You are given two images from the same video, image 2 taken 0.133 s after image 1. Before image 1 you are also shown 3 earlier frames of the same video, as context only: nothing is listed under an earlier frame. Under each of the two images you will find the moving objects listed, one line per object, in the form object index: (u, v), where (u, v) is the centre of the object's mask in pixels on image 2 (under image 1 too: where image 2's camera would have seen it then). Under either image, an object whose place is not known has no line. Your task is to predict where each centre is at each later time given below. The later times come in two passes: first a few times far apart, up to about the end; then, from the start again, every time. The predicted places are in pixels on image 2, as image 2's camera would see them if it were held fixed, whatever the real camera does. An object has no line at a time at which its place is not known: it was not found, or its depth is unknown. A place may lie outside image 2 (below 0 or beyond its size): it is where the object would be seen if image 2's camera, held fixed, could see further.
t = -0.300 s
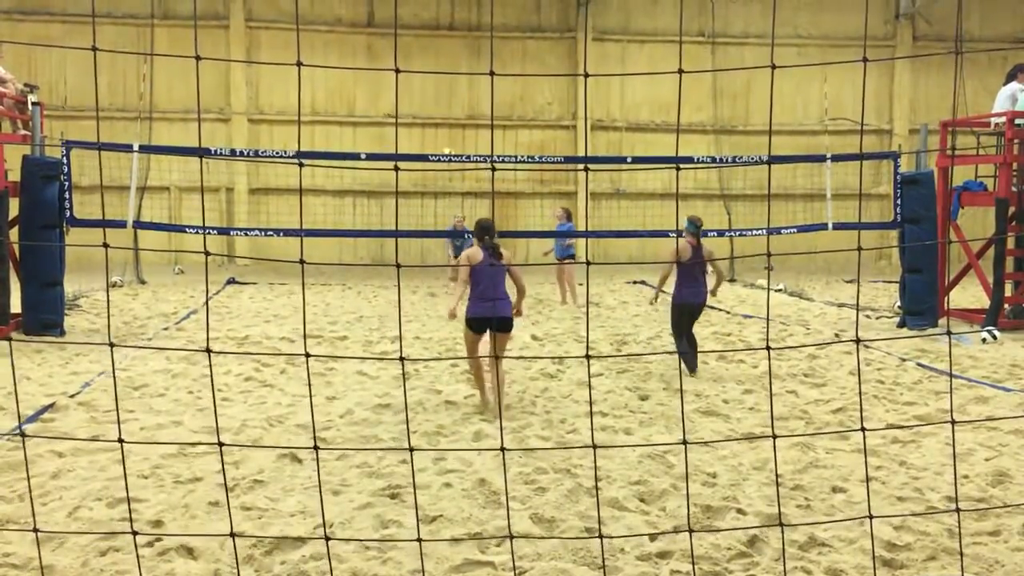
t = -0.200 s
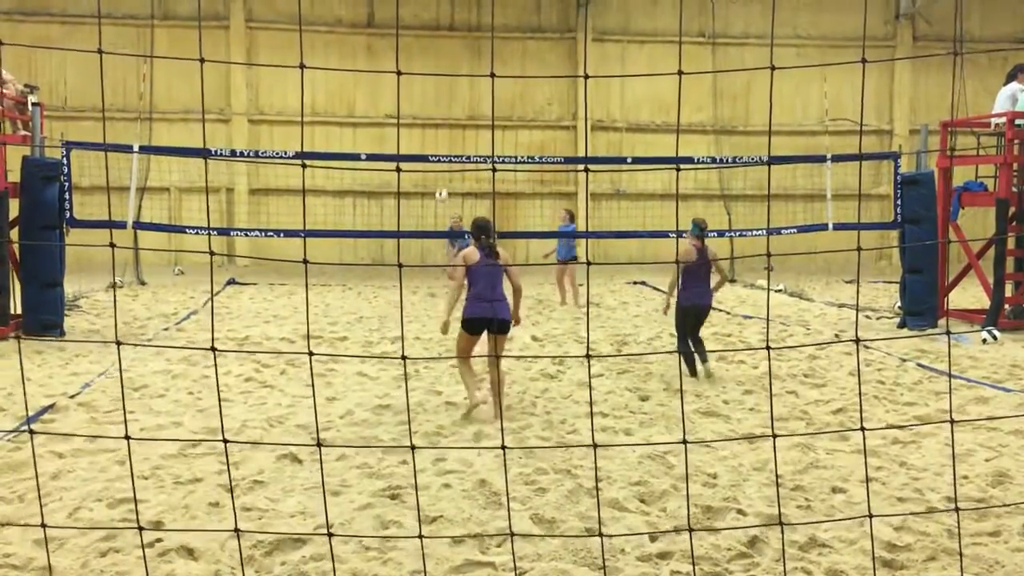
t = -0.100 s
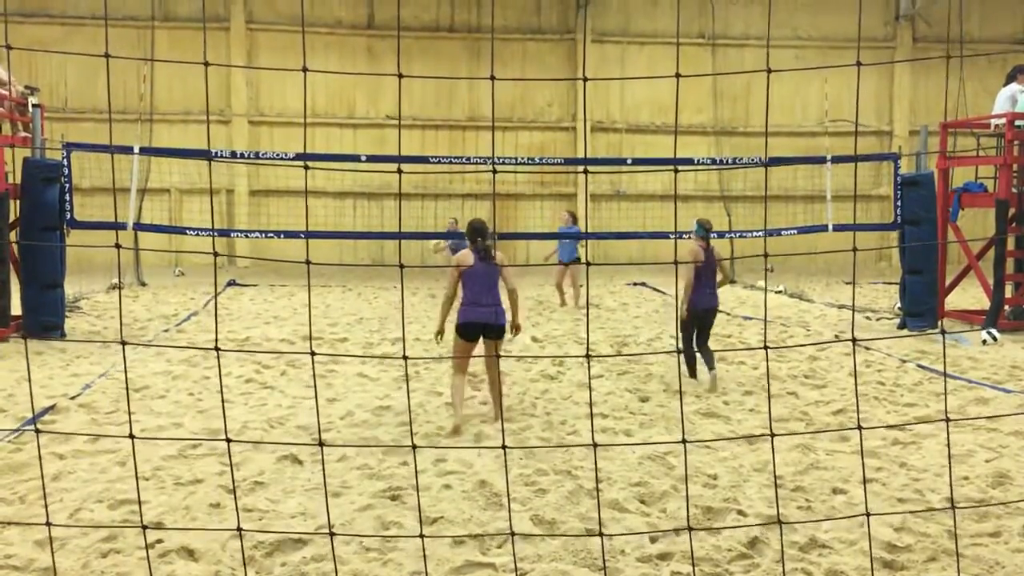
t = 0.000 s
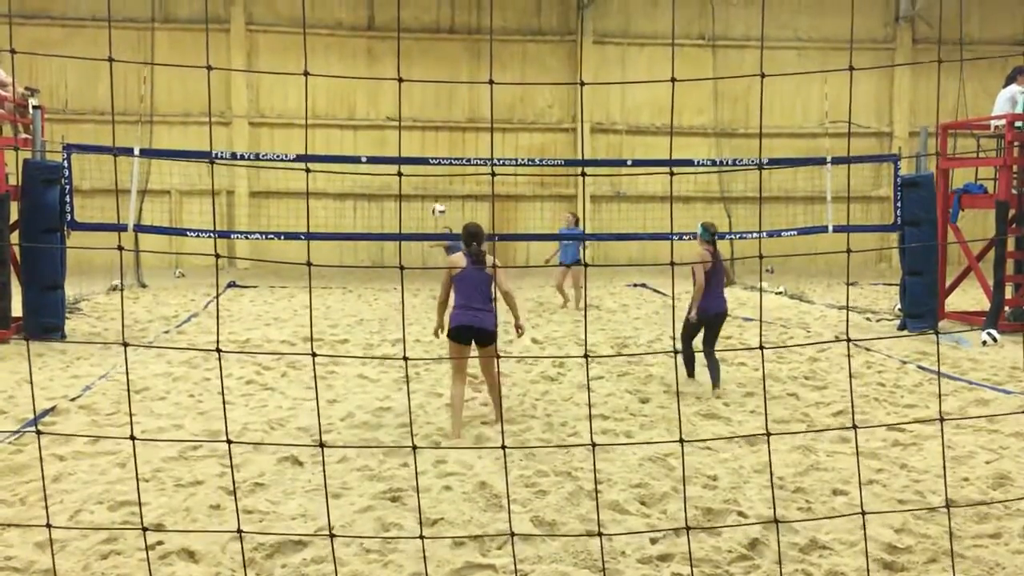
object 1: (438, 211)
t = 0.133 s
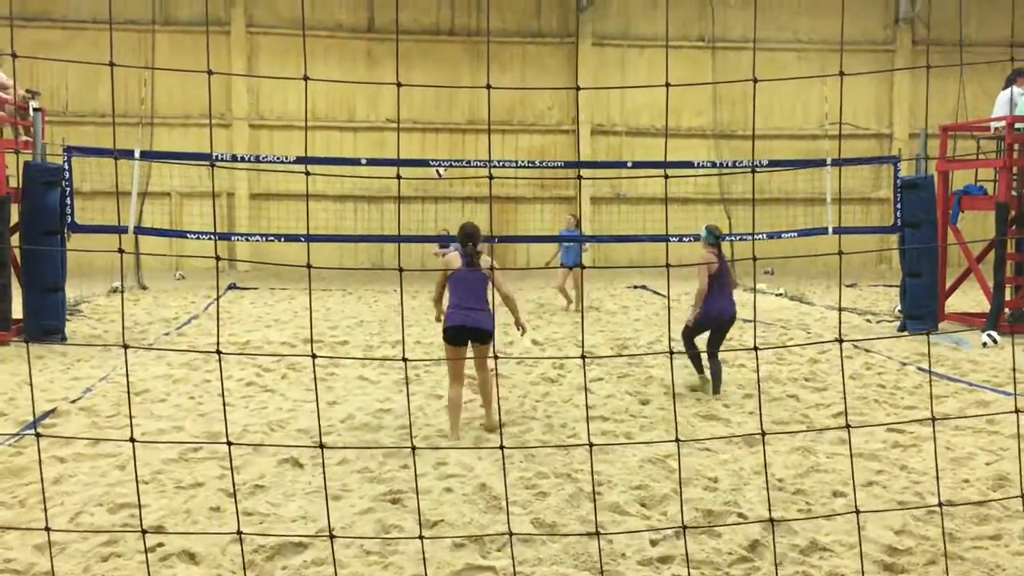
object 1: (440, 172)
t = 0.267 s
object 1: (443, 129)
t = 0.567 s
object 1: (449, 71)
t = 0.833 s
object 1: (458, 86)
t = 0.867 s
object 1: (458, 95)
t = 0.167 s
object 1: (441, 156)
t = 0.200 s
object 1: (441, 143)
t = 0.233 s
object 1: (442, 137)
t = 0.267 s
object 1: (443, 129)
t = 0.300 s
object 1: (443, 115)
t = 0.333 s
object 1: (443, 112)
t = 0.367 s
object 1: (445, 104)
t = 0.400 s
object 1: (446, 92)
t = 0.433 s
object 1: (446, 89)
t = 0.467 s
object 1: (447, 83)
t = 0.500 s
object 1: (449, 77)
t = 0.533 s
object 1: (449, 76)
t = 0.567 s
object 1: (449, 71)
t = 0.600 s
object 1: (451, 67)
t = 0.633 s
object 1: (452, 67)
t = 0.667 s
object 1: (453, 69)
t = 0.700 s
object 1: (453, 69)
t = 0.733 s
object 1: (455, 71)
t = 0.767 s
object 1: (458, 74)
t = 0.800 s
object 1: (458, 80)
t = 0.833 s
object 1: (458, 86)
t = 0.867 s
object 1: (458, 95)
